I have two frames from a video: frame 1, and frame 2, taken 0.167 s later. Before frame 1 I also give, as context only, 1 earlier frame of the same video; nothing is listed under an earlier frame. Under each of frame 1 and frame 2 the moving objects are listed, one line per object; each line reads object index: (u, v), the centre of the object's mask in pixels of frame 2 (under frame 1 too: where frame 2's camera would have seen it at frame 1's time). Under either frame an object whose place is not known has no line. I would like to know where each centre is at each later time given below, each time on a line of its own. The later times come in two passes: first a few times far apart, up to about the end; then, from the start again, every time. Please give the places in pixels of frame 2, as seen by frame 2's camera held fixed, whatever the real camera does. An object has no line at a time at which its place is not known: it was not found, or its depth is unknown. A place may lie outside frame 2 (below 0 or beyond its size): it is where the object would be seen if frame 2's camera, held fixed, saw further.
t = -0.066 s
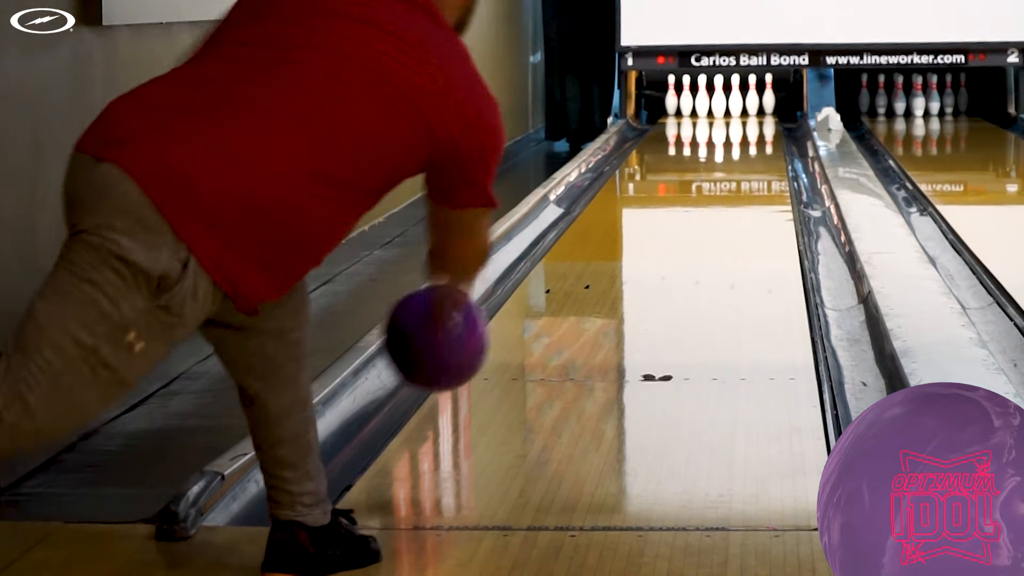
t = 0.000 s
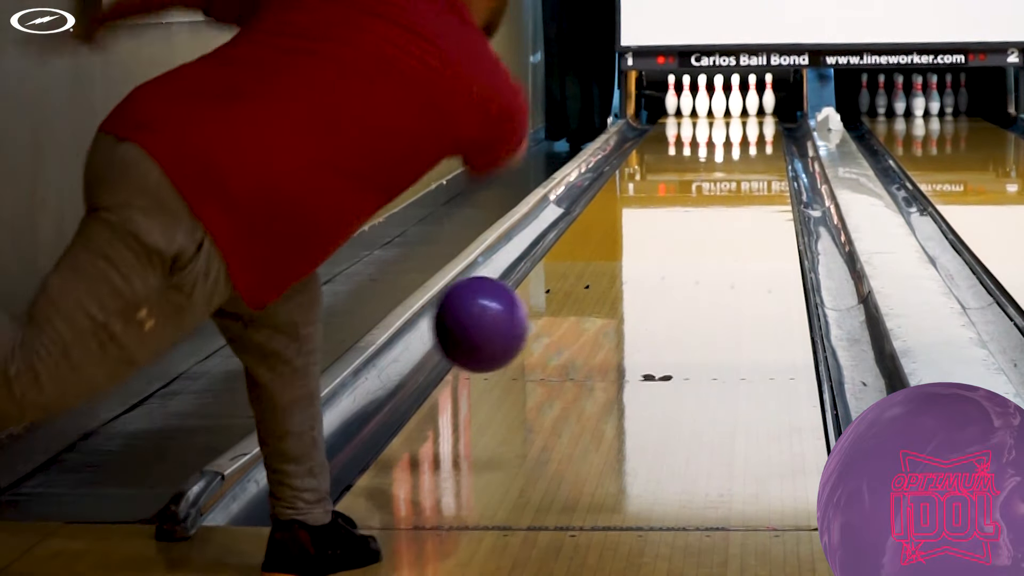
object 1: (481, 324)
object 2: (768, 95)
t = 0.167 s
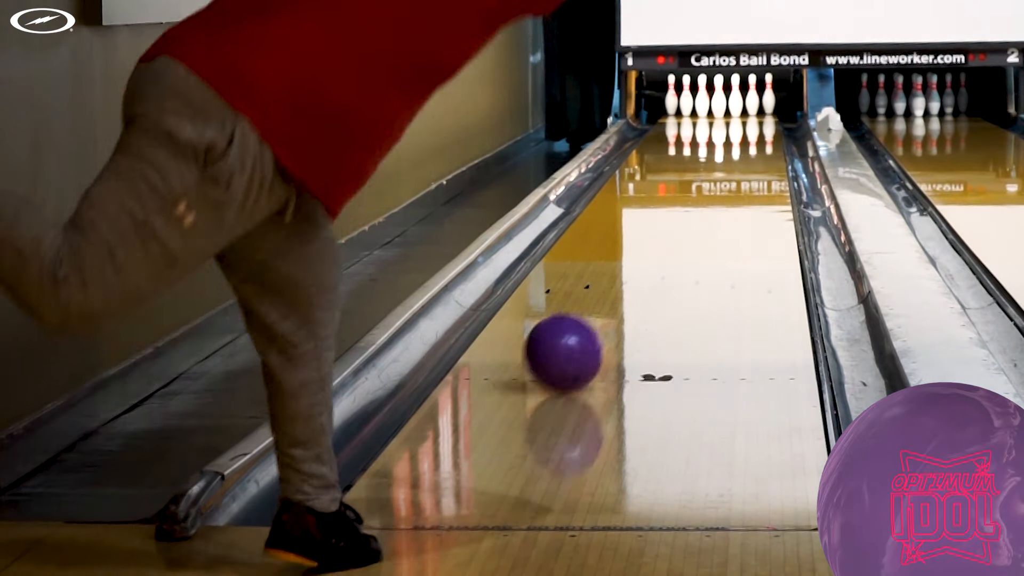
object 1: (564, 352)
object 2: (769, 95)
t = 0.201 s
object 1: (576, 337)
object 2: (769, 95)
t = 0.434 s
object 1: (644, 272)
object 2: (769, 95)
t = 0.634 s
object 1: (682, 232)
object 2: (769, 95)
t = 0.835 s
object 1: (711, 203)
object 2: (769, 95)
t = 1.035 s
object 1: (731, 180)
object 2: (769, 95)
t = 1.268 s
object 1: (749, 159)
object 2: (769, 95)
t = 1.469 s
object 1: (759, 145)
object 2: (768, 95)
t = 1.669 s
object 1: (764, 134)
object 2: (769, 95)
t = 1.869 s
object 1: (761, 124)
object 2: (769, 94)
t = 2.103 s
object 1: (749, 115)
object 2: (768, 95)
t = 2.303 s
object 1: (736, 109)
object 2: (769, 95)
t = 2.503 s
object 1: (736, 104)
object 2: (770, 94)
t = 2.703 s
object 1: (743, 103)
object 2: (786, 108)
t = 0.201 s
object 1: (576, 337)
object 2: (769, 95)
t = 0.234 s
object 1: (587, 328)
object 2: (769, 95)
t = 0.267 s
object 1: (599, 318)
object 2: (769, 95)
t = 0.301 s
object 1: (609, 307)
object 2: (769, 95)
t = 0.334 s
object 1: (618, 298)
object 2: (769, 95)
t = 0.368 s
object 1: (627, 289)
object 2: (768, 95)
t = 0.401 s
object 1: (635, 280)
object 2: (768, 95)
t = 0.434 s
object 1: (644, 272)
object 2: (769, 95)
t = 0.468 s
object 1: (651, 264)
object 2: (769, 95)
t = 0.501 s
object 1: (658, 257)
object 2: (769, 95)
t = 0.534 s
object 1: (665, 250)
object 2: (769, 95)
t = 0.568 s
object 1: (671, 244)
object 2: (769, 95)
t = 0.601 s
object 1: (677, 238)
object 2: (768, 95)
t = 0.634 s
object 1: (682, 232)
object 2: (769, 95)
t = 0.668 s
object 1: (688, 227)
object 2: (769, 95)
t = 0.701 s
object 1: (693, 222)
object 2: (769, 95)
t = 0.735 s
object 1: (698, 217)
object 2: (768, 95)
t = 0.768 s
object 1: (702, 212)
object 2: (768, 95)
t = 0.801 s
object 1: (706, 207)
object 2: (769, 95)
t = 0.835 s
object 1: (711, 203)
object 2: (769, 95)
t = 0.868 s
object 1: (714, 199)
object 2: (769, 95)
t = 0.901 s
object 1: (718, 195)
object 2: (769, 95)
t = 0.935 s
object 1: (722, 191)
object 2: (769, 95)
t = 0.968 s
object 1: (725, 187)
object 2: (769, 95)
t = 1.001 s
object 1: (728, 184)
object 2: (769, 95)
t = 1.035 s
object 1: (731, 180)
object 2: (769, 95)
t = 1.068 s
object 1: (734, 177)
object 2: (769, 95)
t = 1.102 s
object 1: (737, 174)
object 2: (769, 95)
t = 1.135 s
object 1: (740, 170)
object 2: (769, 95)
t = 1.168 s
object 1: (742, 167)
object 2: (769, 95)
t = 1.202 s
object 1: (744, 165)
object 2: (769, 95)
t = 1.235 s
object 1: (747, 162)
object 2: (769, 95)
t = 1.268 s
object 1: (749, 159)
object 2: (769, 95)
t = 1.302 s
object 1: (751, 157)
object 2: (769, 95)
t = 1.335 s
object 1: (753, 154)
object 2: (769, 95)
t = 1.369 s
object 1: (755, 152)
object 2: (769, 95)
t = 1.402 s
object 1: (757, 149)
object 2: (768, 95)
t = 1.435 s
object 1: (758, 147)
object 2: (769, 95)
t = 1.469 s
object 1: (759, 145)
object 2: (768, 95)
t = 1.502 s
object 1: (760, 143)
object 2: (769, 95)
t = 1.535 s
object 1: (761, 141)
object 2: (769, 95)
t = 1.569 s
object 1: (762, 139)
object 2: (768, 95)
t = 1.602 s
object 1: (763, 137)
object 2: (768, 95)
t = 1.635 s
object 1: (763, 135)
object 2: (769, 95)
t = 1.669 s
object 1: (764, 134)
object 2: (769, 95)
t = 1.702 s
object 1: (764, 132)
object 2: (768, 95)
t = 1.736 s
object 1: (764, 130)
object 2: (769, 95)
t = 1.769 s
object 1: (763, 128)
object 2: (769, 95)
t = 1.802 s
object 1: (763, 127)
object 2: (769, 95)
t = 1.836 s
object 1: (762, 125)
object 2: (769, 94)
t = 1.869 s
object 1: (761, 124)
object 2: (769, 94)
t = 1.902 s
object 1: (759, 123)
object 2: (769, 94)
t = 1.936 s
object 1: (758, 121)
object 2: (769, 94)
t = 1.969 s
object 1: (757, 120)
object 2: (769, 94)
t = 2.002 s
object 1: (755, 119)
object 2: (769, 94)
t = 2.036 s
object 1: (754, 118)
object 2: (769, 95)
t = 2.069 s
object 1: (752, 117)
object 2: (768, 95)
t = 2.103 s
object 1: (749, 115)
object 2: (768, 95)
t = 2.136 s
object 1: (746, 114)
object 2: (768, 95)
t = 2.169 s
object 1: (744, 113)
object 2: (768, 95)
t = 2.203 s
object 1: (741, 112)
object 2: (768, 95)
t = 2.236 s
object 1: (739, 111)
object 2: (768, 95)
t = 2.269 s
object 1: (738, 110)
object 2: (769, 95)
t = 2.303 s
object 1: (736, 109)
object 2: (769, 95)
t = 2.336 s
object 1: (734, 108)
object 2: (768, 95)
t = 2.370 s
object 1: (732, 107)
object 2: (769, 95)
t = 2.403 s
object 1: (733, 106)
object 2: (769, 95)
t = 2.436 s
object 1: (734, 105)
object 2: (769, 95)
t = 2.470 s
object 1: (735, 105)
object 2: (769, 95)
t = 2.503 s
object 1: (736, 104)
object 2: (770, 94)
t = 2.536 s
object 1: (737, 103)
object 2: (777, 95)
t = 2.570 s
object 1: (740, 103)
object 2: (785, 96)
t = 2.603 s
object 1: (741, 102)
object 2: (792, 99)
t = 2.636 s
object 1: (742, 102)
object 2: (793, 102)
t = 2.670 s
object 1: (742, 102)
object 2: (788, 104)
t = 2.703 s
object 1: (743, 103)
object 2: (786, 108)
